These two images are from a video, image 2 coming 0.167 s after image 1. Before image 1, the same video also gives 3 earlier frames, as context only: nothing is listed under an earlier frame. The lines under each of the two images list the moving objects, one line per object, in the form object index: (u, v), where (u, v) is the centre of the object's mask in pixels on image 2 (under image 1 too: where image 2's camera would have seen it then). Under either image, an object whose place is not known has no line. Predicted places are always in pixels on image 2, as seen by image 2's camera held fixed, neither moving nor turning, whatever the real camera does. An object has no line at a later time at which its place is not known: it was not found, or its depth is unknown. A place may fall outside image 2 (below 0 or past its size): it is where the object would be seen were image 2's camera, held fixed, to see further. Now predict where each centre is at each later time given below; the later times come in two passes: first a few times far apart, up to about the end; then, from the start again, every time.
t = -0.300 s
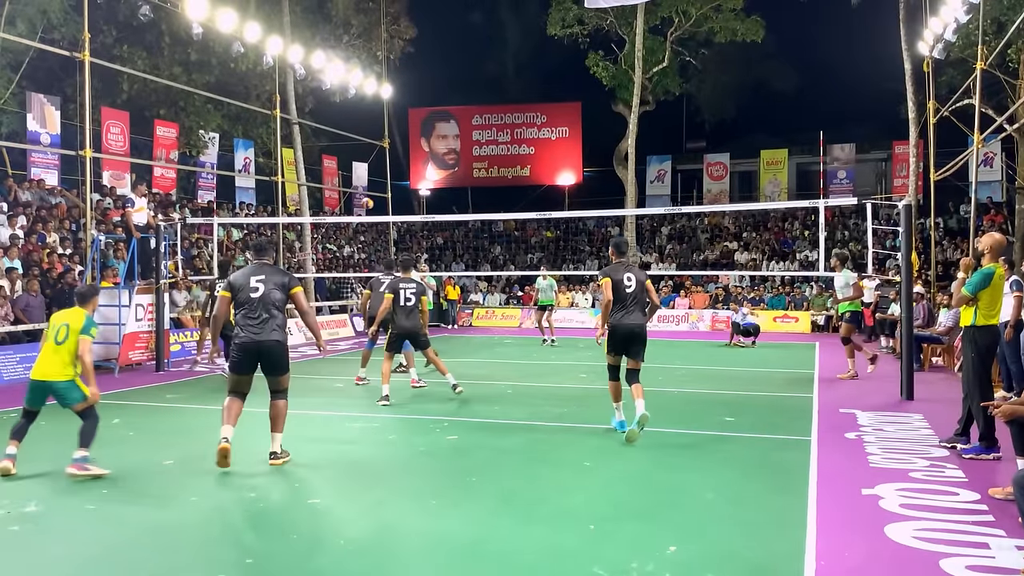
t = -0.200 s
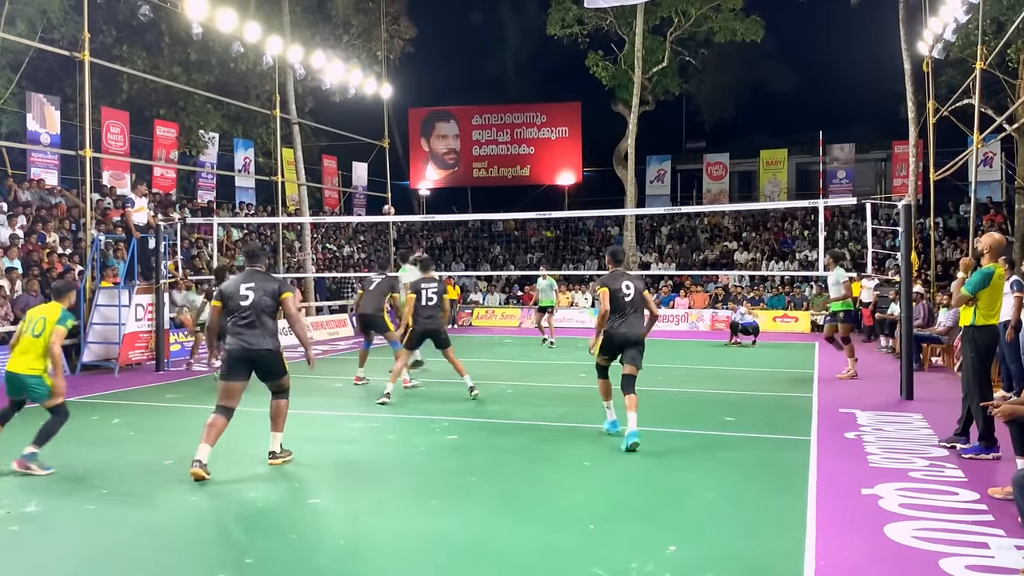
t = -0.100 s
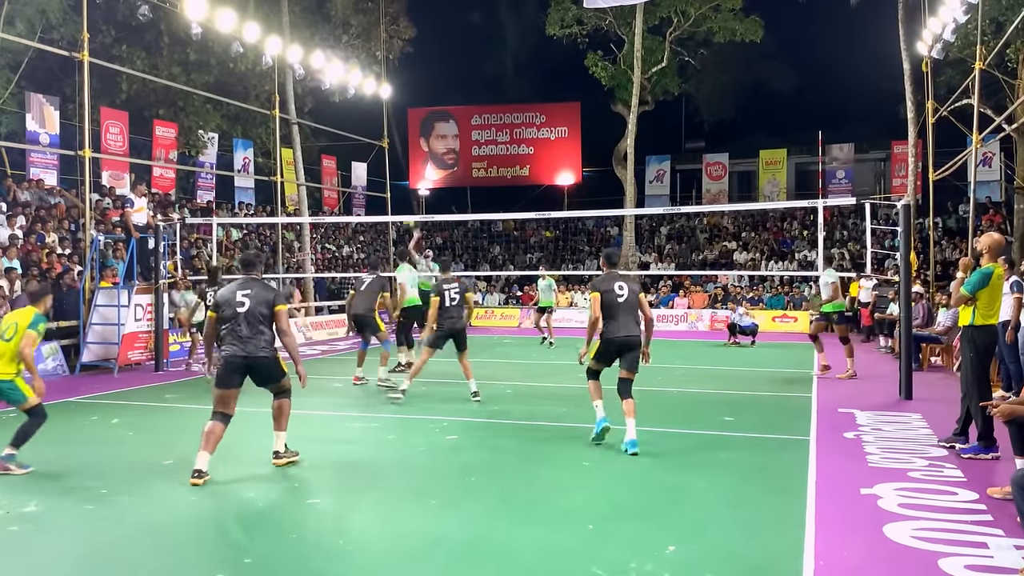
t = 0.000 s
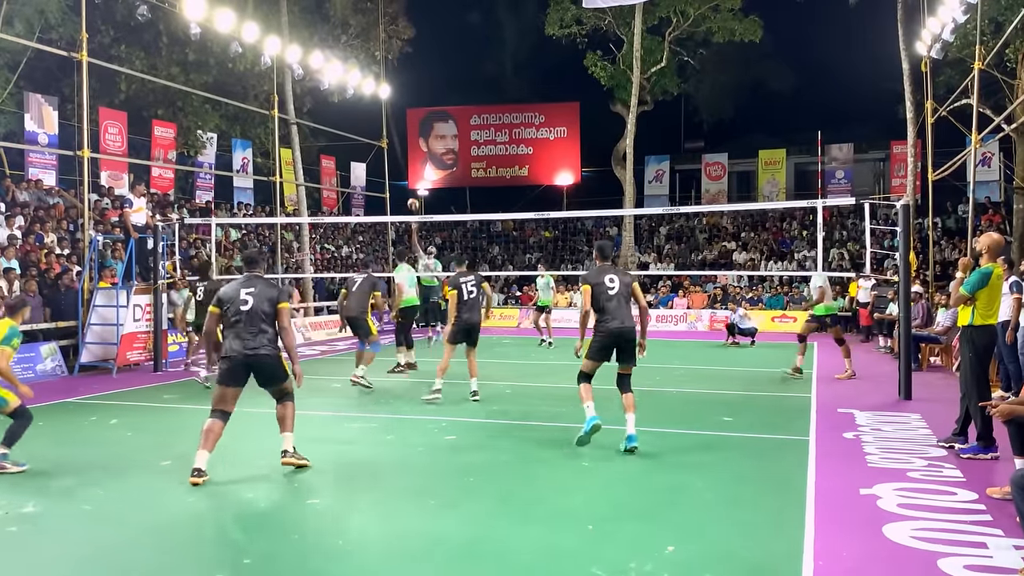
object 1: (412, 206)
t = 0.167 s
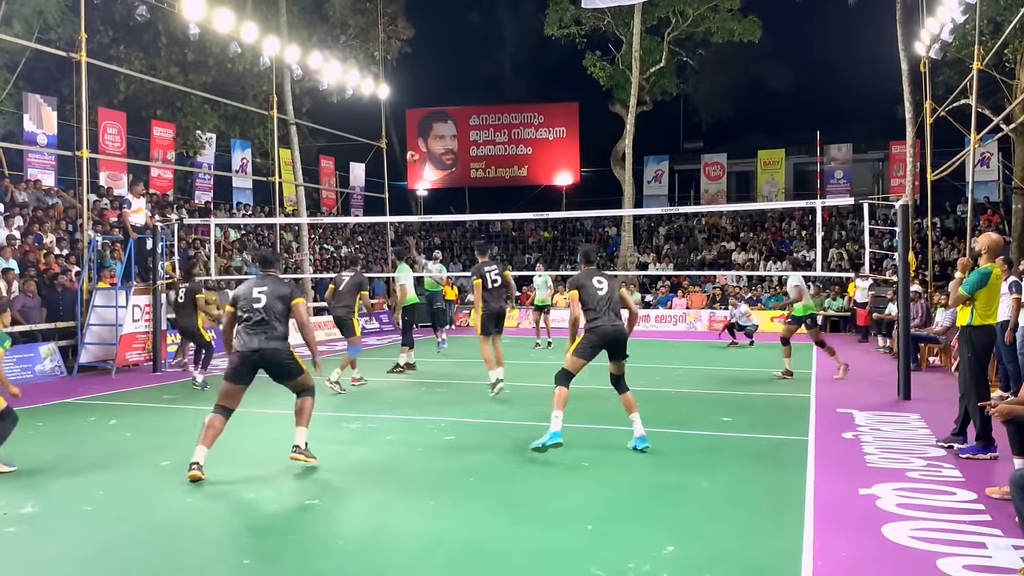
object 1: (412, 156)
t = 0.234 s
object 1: (413, 140)
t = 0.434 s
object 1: (417, 99)
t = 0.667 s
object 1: (422, 75)
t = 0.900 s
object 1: (429, 94)
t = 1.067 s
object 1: (436, 141)
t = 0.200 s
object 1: (412, 147)
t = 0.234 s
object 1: (413, 140)
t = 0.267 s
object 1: (413, 132)
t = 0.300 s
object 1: (414, 125)
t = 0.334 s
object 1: (414, 117)
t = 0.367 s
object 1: (415, 111)
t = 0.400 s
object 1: (416, 104)
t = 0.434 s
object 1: (417, 99)
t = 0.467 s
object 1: (417, 93)
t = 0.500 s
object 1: (418, 88)
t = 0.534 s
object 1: (419, 85)
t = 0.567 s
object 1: (419, 81)
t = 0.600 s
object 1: (420, 78)
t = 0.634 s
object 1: (421, 76)
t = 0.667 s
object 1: (422, 75)
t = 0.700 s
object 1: (423, 75)
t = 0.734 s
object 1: (424, 76)
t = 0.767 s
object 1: (425, 77)
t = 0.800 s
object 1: (426, 80)
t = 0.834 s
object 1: (427, 83)
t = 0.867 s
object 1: (428, 88)
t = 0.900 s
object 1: (429, 94)
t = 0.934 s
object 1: (431, 100)
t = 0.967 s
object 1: (432, 109)
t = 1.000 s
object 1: (433, 117)
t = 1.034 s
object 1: (434, 128)
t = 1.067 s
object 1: (436, 141)
